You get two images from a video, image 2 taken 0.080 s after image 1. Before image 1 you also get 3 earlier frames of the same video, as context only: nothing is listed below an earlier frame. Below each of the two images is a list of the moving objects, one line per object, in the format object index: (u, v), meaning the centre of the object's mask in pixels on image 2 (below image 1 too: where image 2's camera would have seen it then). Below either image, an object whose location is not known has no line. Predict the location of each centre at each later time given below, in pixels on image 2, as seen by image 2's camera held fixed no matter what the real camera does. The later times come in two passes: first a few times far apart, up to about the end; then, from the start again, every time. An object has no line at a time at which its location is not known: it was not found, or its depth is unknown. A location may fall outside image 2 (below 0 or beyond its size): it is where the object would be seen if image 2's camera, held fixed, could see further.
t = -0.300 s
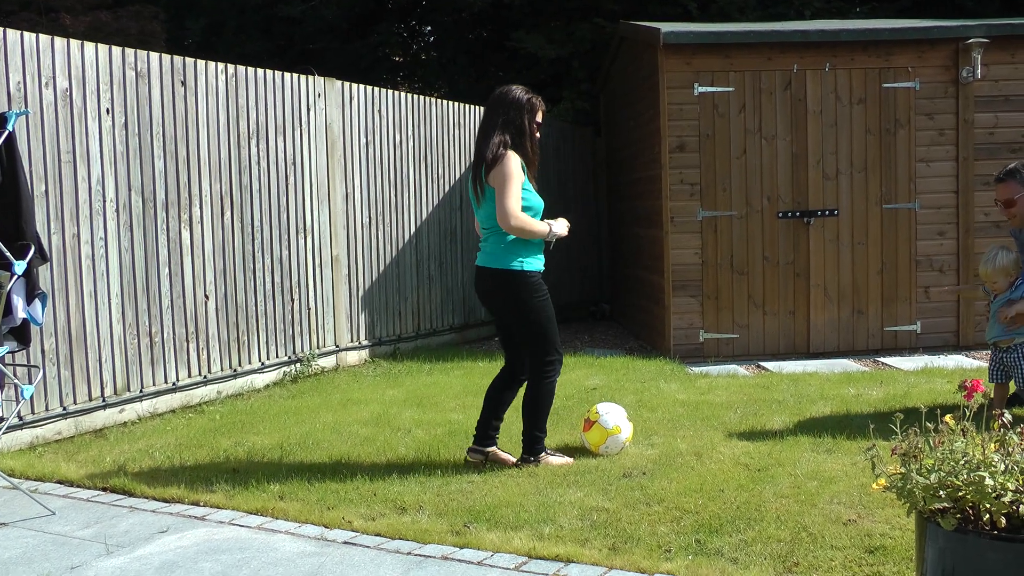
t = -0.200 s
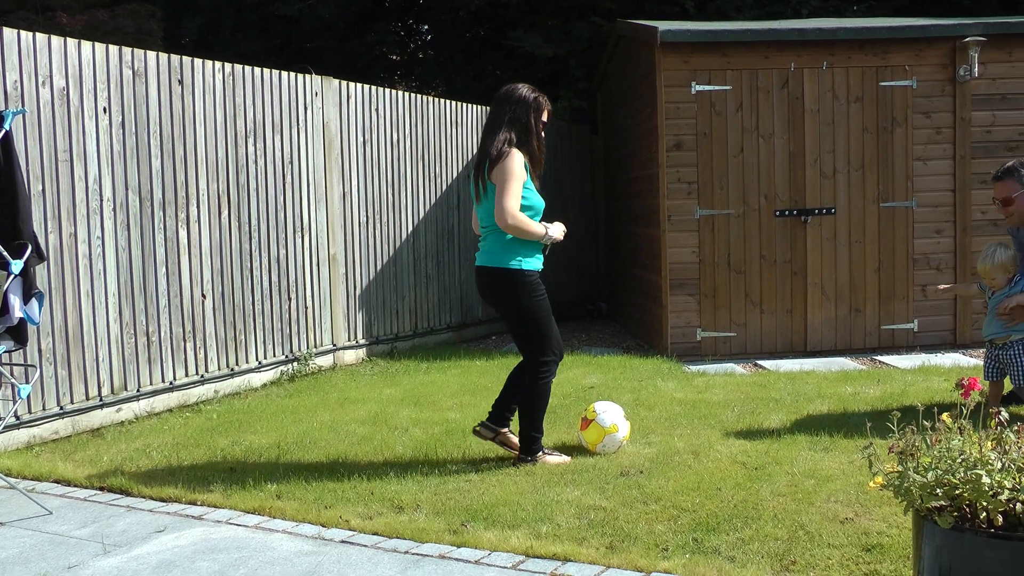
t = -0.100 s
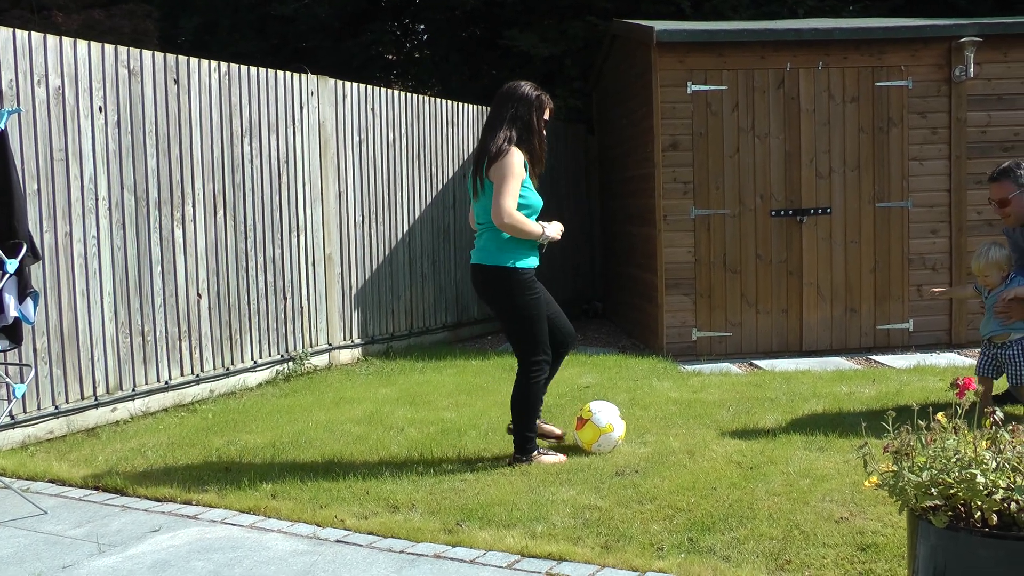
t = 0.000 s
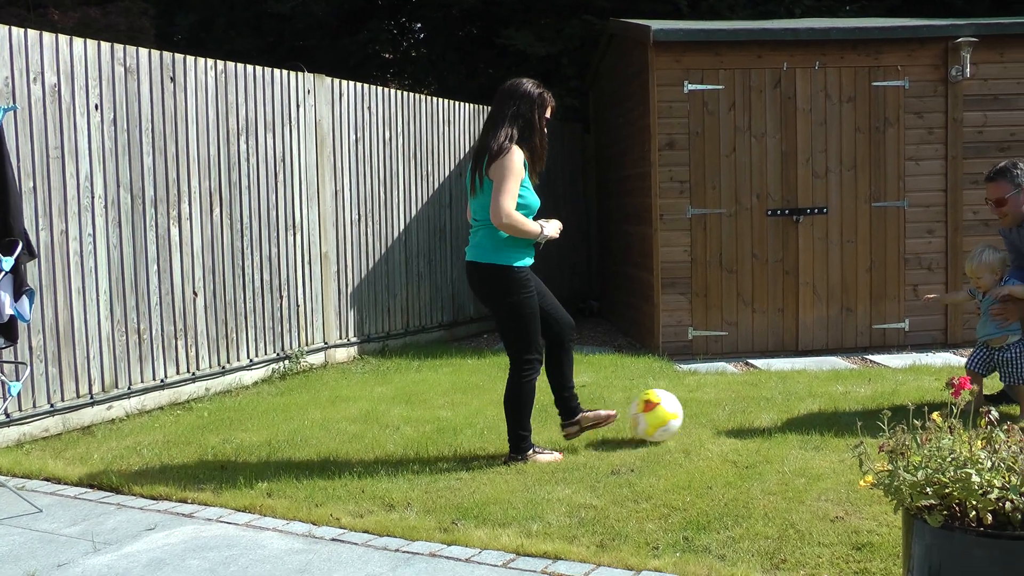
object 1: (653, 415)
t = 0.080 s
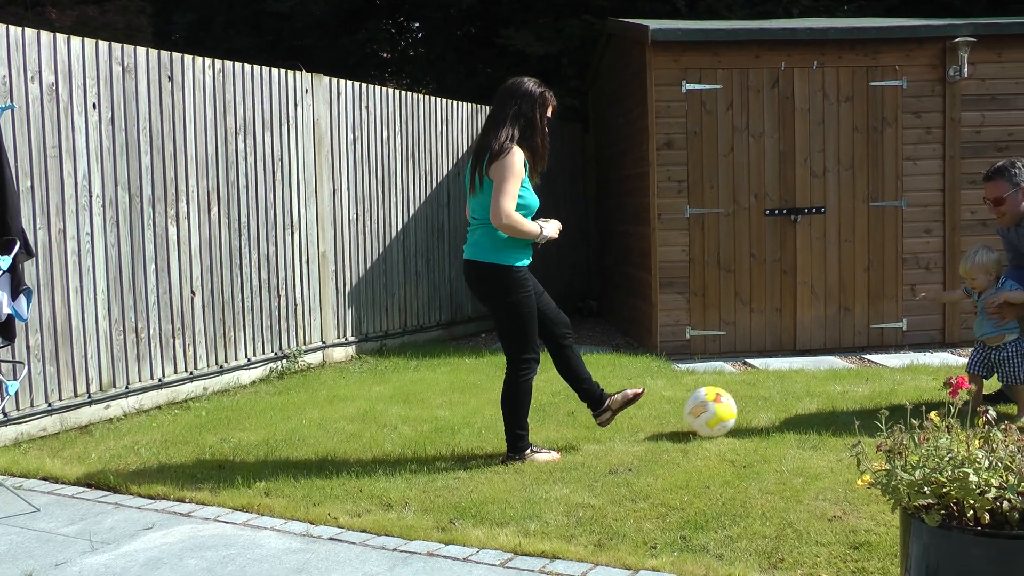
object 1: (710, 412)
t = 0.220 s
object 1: (778, 406)
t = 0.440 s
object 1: (854, 395)
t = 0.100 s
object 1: (721, 410)
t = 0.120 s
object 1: (731, 408)
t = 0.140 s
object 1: (742, 407)
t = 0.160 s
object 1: (751, 406)
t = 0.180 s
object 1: (760, 406)
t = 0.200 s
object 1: (769, 406)
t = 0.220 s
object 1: (778, 406)
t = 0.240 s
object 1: (785, 403)
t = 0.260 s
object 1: (792, 401)
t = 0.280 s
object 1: (799, 399)
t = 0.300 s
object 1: (806, 397)
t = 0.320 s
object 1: (813, 397)
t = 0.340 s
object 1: (820, 397)
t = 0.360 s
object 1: (827, 397)
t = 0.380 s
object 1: (834, 398)
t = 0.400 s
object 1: (840, 397)
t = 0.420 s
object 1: (847, 396)
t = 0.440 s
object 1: (854, 395)
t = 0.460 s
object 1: (860, 394)
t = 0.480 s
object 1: (866, 393)
